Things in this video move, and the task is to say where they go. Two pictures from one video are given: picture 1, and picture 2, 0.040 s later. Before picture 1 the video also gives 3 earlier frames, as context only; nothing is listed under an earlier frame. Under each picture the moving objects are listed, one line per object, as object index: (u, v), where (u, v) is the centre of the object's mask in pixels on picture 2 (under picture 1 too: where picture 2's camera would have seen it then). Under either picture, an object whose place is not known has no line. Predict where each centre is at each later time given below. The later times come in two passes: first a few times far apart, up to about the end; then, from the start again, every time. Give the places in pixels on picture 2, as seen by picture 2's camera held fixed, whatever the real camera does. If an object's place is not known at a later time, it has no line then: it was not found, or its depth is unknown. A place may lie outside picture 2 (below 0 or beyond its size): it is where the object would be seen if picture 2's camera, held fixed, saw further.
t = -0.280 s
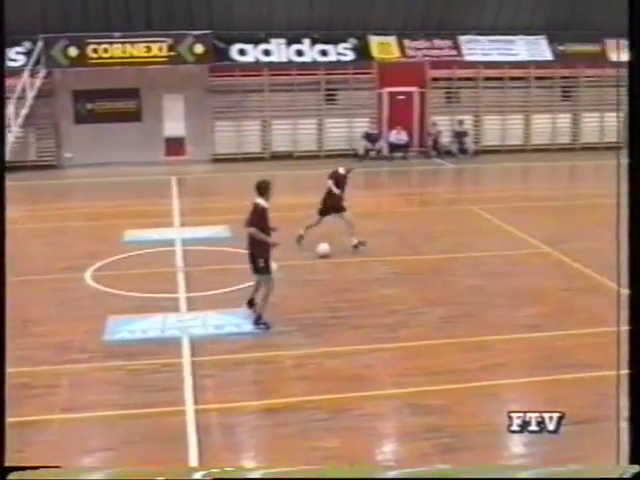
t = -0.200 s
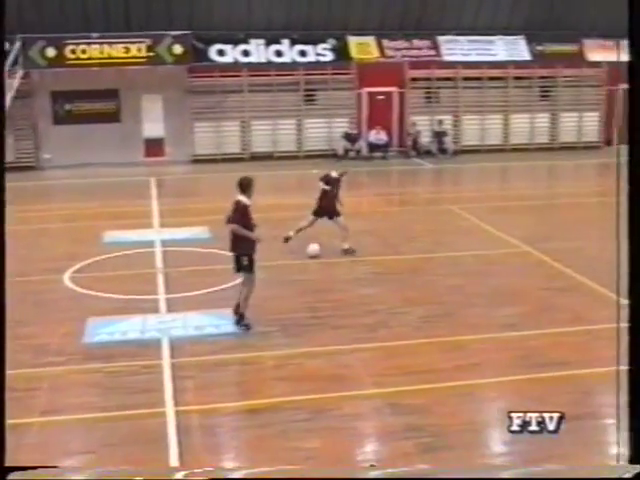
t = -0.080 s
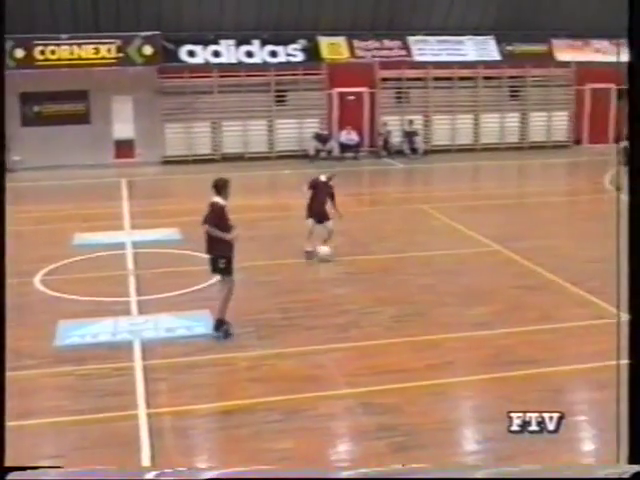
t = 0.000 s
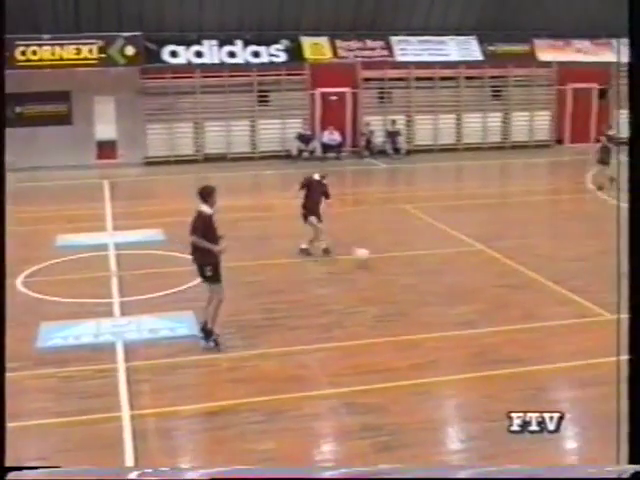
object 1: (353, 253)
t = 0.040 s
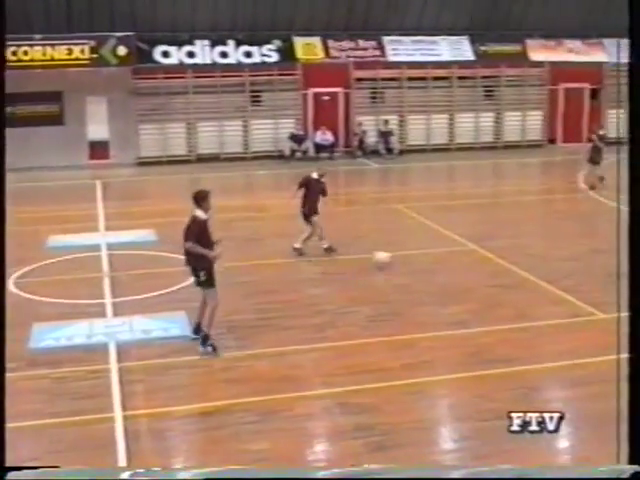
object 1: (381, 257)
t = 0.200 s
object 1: (488, 265)
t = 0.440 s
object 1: (638, 277)
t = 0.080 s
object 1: (409, 262)
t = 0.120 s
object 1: (435, 263)
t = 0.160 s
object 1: (461, 263)
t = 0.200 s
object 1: (488, 265)
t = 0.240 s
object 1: (514, 268)
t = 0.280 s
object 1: (539, 271)
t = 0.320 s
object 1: (565, 271)
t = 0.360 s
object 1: (589, 273)
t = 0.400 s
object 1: (613, 274)
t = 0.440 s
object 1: (638, 277)
